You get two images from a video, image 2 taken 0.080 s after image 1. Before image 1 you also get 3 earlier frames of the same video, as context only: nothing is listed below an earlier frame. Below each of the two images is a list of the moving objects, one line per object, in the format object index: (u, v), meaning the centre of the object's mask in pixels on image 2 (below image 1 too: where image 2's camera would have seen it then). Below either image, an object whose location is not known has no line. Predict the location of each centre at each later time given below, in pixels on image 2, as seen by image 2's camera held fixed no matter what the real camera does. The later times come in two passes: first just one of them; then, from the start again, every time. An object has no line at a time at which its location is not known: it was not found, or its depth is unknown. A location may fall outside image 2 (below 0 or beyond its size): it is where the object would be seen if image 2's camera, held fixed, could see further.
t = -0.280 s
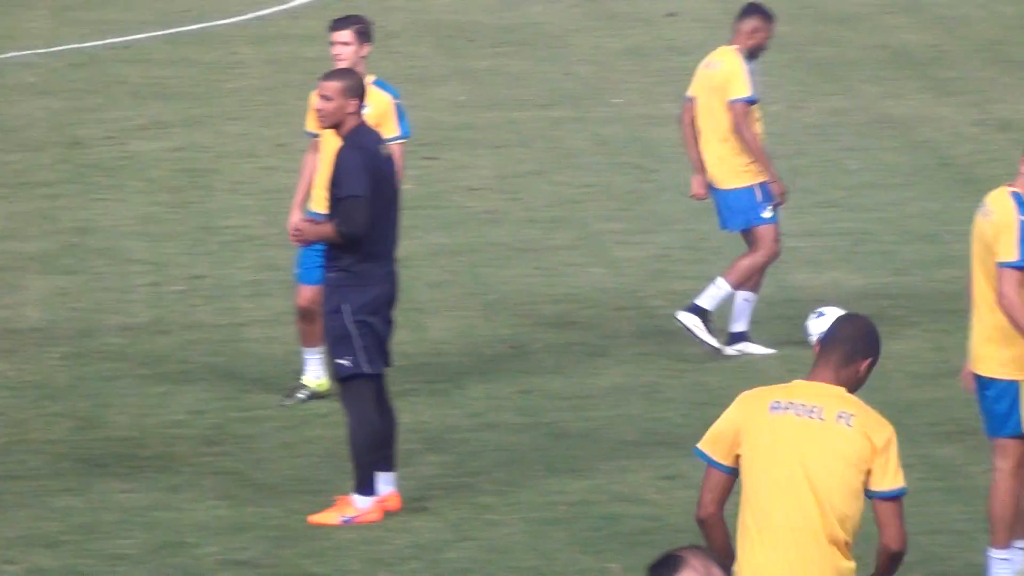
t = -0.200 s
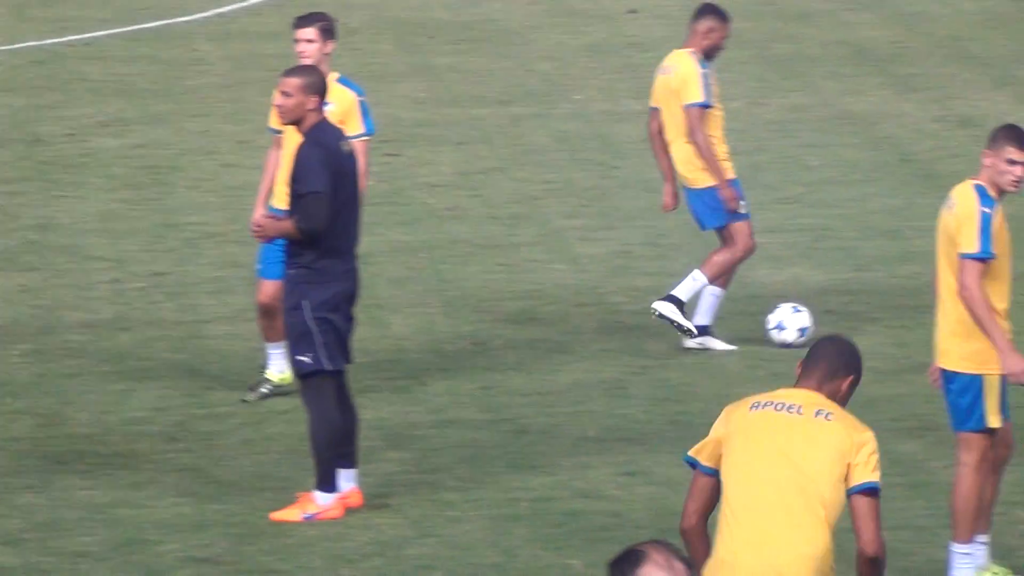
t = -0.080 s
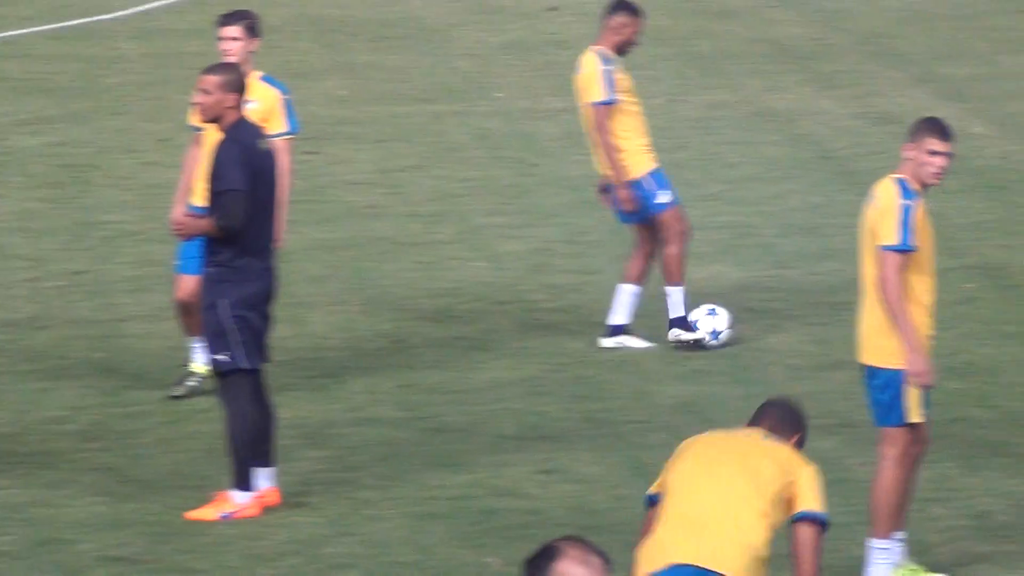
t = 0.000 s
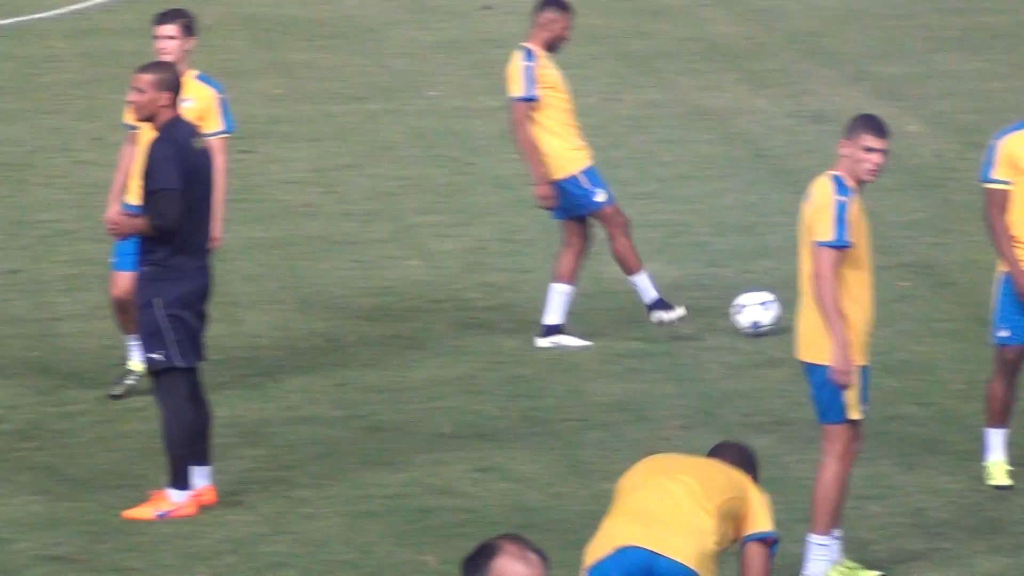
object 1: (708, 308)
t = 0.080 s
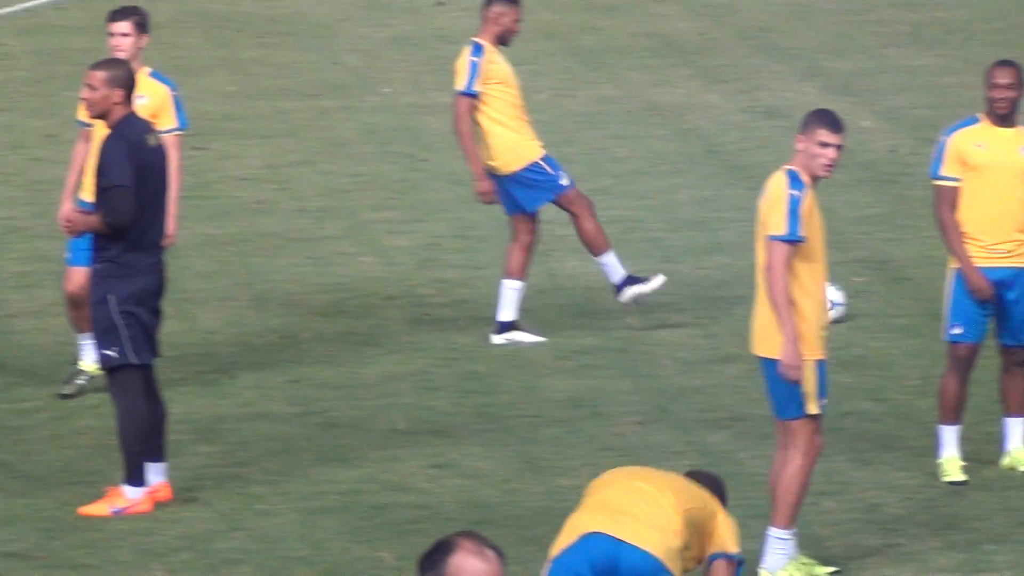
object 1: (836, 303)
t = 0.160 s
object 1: (920, 292)
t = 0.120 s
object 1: (871, 297)
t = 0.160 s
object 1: (920, 292)
